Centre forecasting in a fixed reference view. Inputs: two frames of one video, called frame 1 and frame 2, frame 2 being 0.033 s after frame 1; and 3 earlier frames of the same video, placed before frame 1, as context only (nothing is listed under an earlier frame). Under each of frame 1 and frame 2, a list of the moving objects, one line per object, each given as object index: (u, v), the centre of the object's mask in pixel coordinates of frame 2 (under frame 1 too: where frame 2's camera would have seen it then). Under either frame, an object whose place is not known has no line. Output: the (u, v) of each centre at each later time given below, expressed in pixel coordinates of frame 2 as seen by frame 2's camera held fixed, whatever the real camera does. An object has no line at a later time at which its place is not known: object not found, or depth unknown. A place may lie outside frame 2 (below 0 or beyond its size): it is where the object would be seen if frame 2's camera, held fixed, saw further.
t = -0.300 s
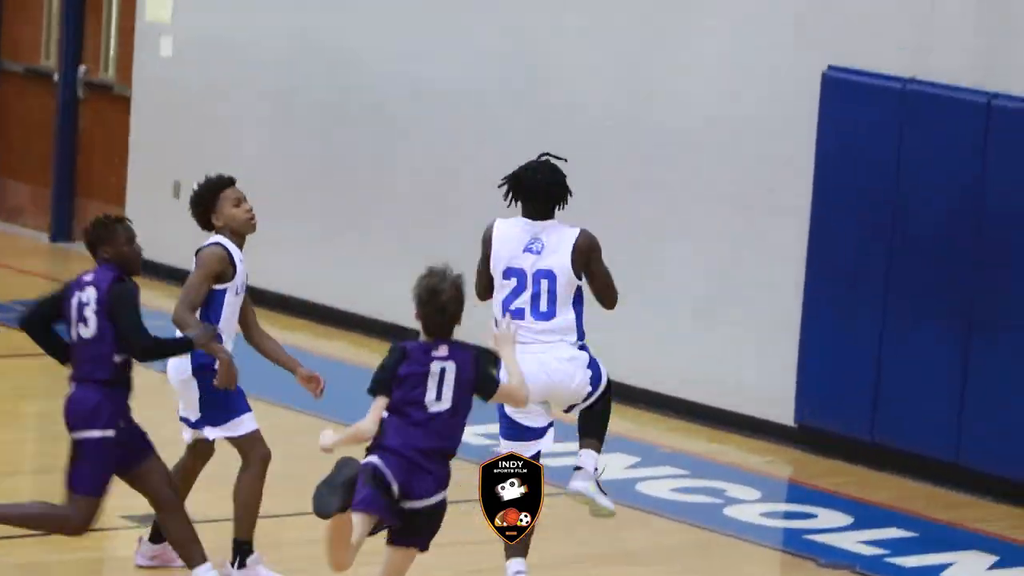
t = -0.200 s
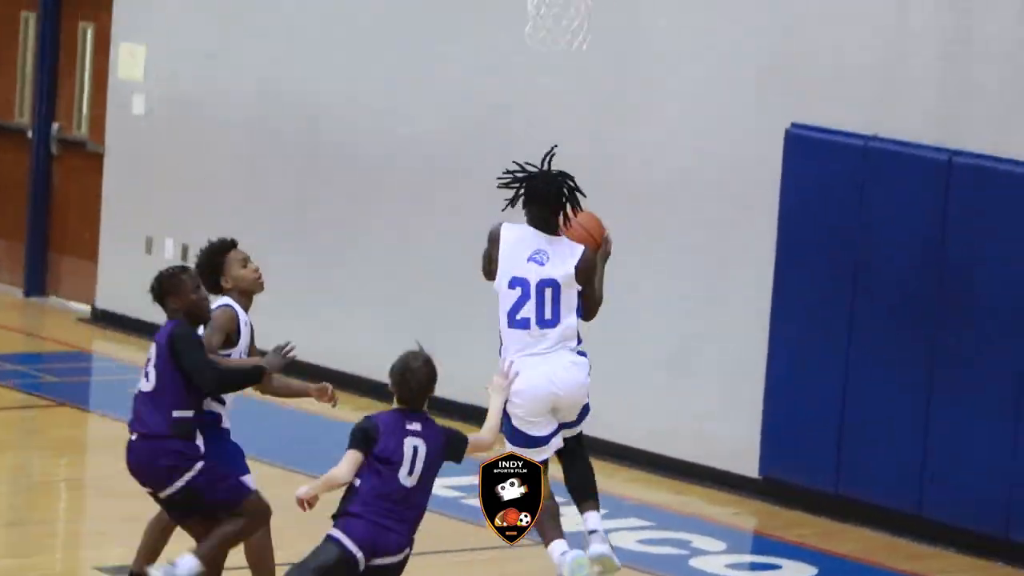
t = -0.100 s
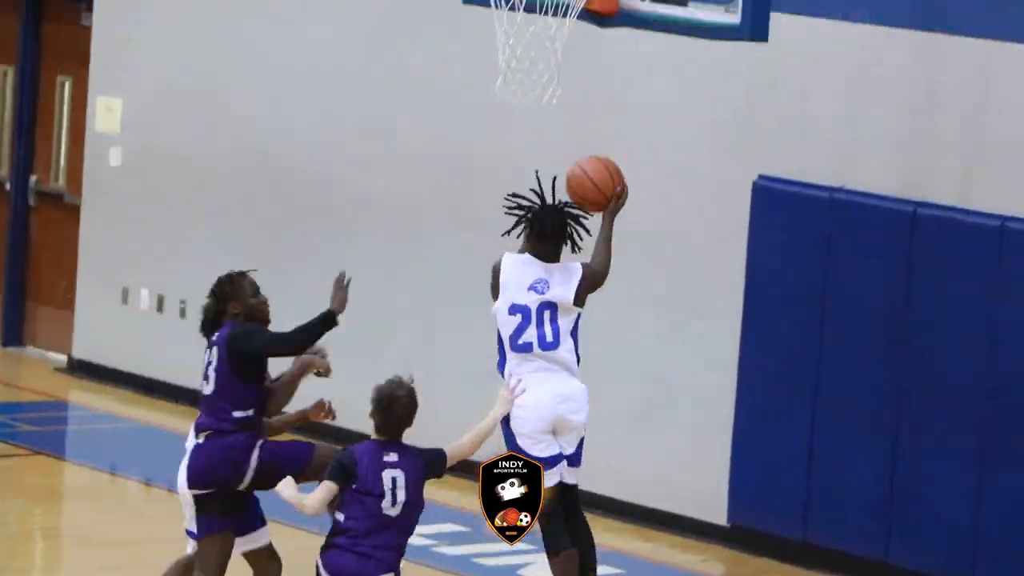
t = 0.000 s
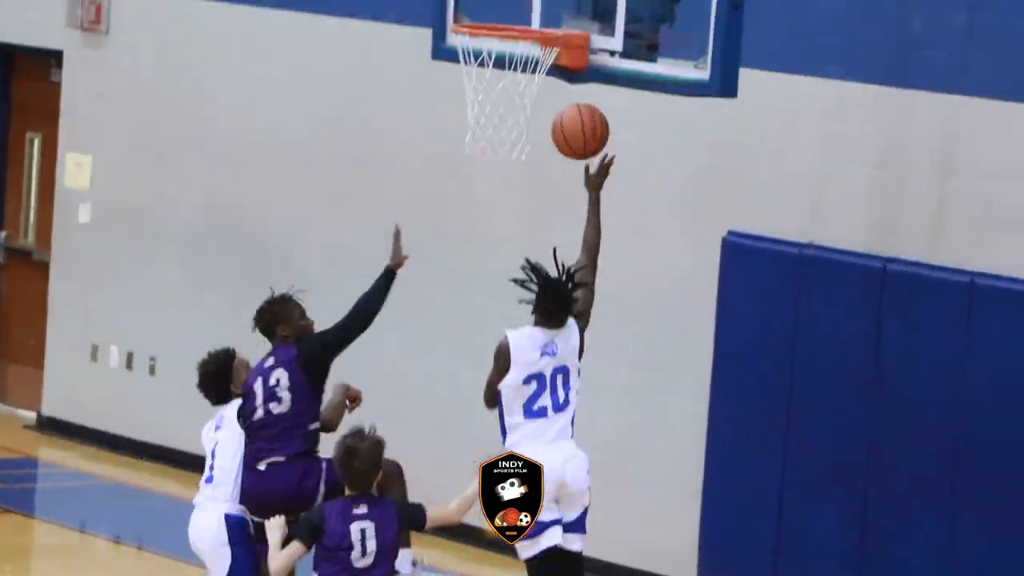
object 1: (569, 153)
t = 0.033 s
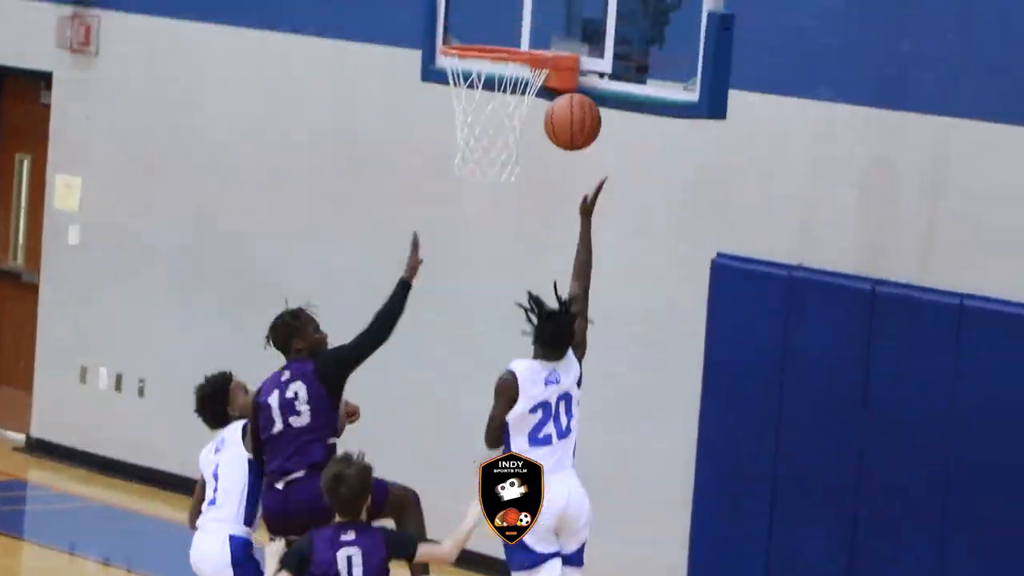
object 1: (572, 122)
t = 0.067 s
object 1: (575, 93)
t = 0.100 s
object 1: (578, 69)
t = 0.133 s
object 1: (581, 45)
